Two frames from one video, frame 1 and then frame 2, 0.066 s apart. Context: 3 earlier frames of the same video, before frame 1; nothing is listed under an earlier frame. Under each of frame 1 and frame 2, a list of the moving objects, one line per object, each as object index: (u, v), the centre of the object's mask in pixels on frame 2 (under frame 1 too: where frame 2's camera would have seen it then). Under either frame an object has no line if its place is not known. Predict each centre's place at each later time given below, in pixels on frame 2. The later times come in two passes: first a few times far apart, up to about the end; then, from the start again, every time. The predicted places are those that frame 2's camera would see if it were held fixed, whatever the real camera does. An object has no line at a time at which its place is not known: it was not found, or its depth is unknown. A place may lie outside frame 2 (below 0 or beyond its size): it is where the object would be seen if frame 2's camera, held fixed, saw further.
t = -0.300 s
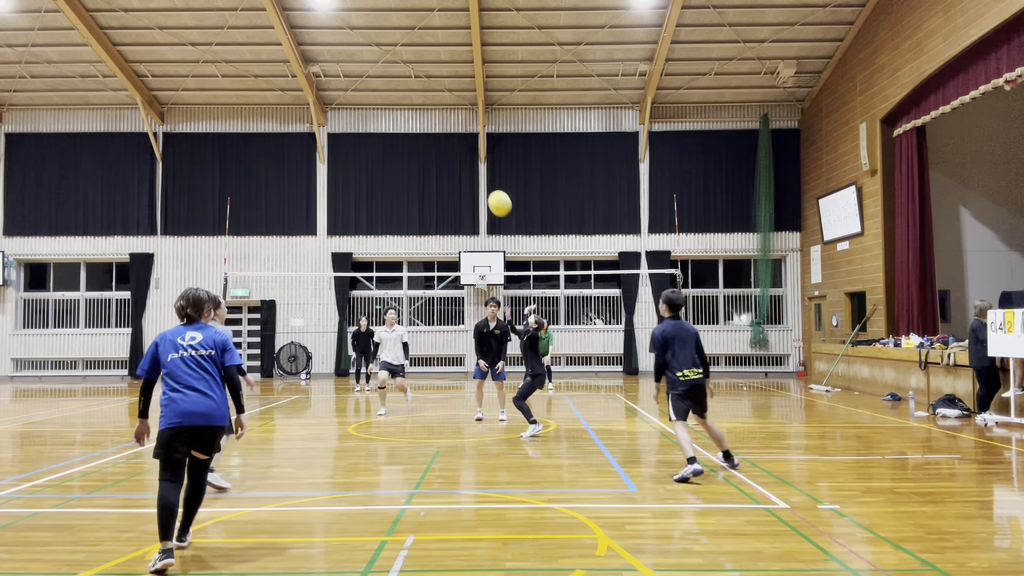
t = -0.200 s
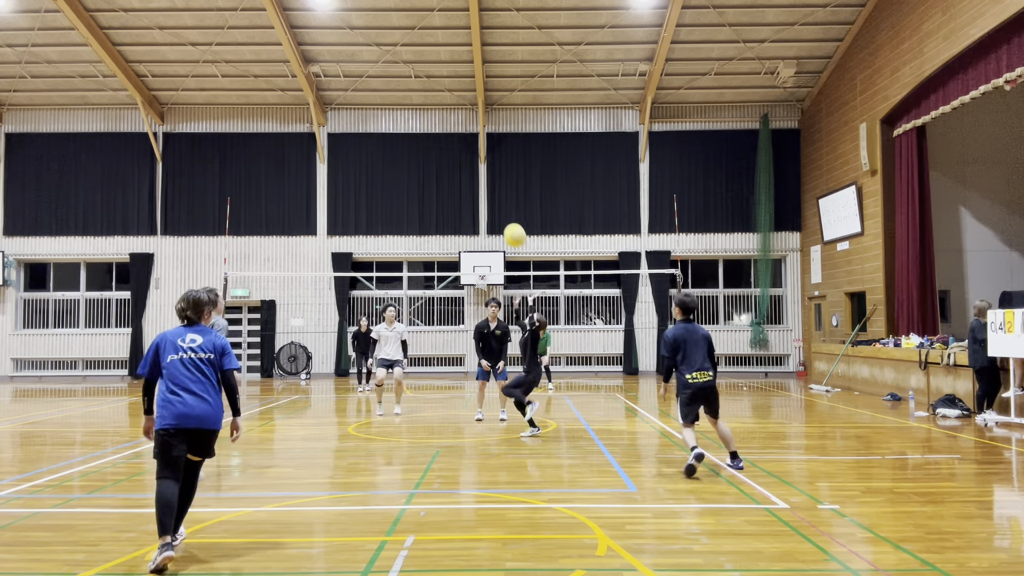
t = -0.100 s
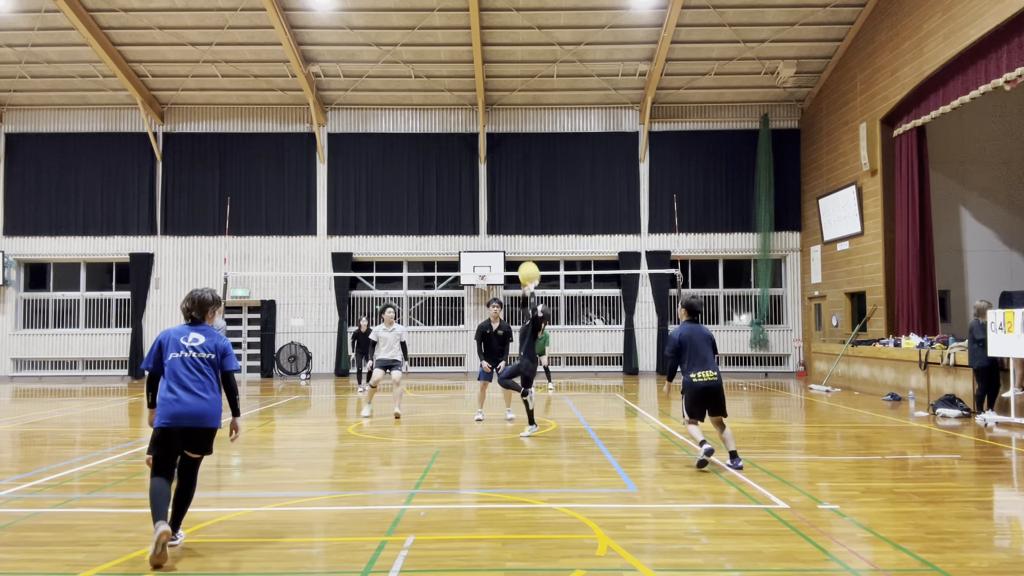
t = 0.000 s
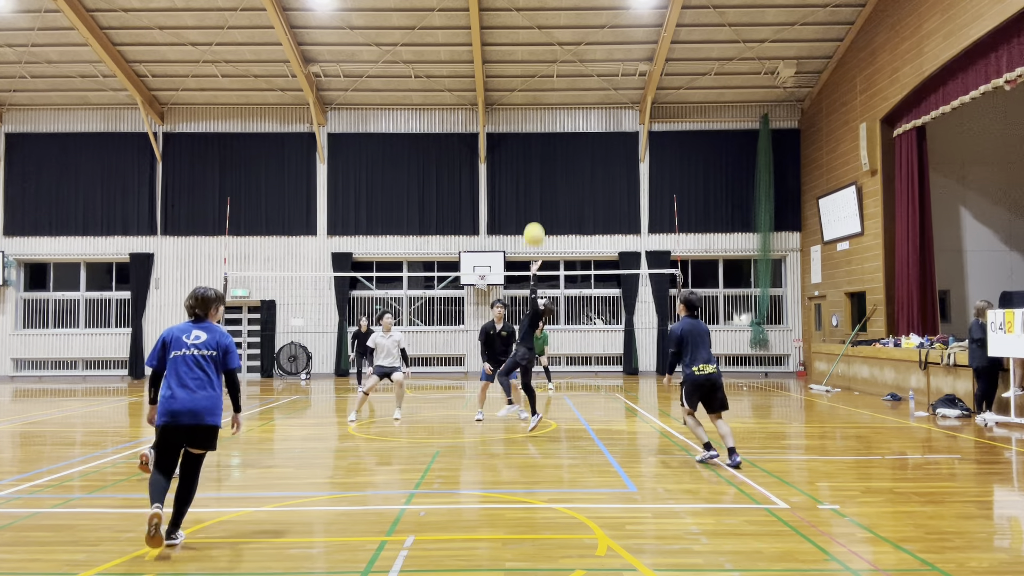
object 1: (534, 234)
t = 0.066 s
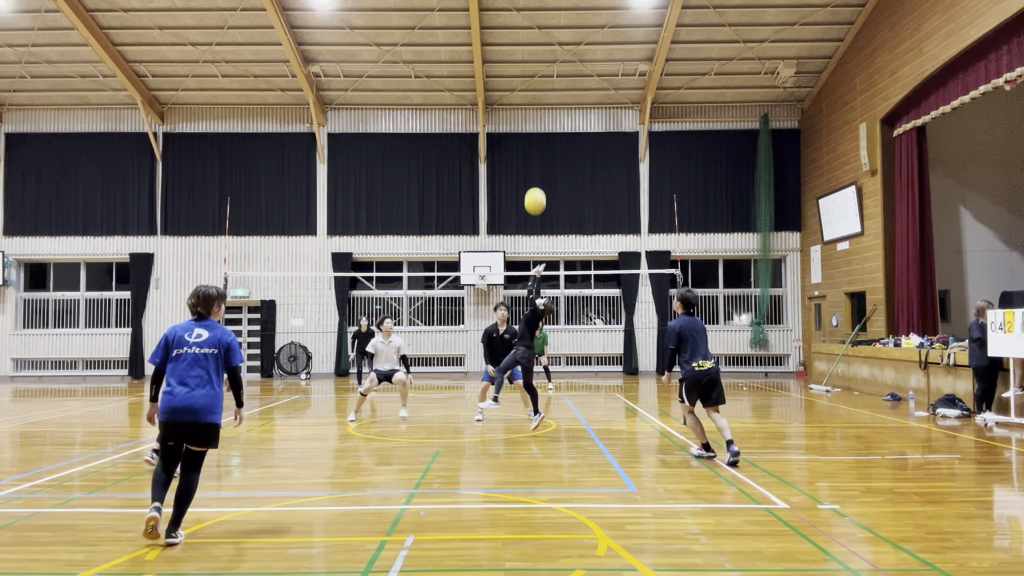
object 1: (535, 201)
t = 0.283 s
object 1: (538, 114)
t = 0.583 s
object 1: (544, 59)
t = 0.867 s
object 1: (550, 70)
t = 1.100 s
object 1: (556, 123)
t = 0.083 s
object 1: (535, 193)
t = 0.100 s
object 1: (535, 185)
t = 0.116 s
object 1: (536, 178)
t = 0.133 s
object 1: (536, 170)
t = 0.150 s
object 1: (536, 163)
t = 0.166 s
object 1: (536, 156)
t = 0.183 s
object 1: (536, 149)
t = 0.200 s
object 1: (537, 143)
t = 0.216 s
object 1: (537, 137)
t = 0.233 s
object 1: (537, 131)
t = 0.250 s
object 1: (537, 125)
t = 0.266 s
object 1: (537, 119)
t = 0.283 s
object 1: (538, 114)
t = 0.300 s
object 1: (538, 109)
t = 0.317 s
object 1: (538, 104)
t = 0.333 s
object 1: (539, 99)
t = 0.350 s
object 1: (539, 95)
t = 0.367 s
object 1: (540, 91)
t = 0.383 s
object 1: (540, 87)
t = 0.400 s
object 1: (540, 84)
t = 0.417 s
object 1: (540, 80)
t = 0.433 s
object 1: (541, 77)
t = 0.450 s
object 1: (541, 74)
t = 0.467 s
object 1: (541, 71)
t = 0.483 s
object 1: (542, 69)
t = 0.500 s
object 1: (542, 67)
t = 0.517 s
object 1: (542, 65)
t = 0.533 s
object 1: (543, 63)
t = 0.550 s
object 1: (543, 61)
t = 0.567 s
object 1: (543, 60)
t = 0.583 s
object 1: (544, 59)
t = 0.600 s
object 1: (544, 58)
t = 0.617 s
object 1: (544, 57)
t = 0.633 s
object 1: (545, 56)
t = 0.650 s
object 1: (545, 56)
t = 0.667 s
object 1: (545, 56)
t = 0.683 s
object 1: (546, 56)
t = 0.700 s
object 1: (546, 56)
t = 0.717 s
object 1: (546, 56)
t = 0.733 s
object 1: (547, 57)
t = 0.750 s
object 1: (547, 58)
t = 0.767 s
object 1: (547, 59)
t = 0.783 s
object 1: (548, 60)
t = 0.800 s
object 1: (548, 62)
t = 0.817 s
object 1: (548, 64)
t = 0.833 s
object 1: (549, 66)
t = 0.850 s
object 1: (549, 67)
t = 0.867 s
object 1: (550, 70)
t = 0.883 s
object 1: (550, 72)
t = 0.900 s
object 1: (550, 75)
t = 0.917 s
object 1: (551, 78)
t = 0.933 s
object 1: (551, 81)
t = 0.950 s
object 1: (552, 84)
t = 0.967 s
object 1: (552, 88)
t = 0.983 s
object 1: (552, 91)
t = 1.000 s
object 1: (553, 95)
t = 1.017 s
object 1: (553, 99)
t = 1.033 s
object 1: (554, 103)
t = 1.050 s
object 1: (554, 108)
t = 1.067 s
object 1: (555, 112)
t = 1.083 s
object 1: (555, 117)
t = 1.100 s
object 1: (556, 123)
